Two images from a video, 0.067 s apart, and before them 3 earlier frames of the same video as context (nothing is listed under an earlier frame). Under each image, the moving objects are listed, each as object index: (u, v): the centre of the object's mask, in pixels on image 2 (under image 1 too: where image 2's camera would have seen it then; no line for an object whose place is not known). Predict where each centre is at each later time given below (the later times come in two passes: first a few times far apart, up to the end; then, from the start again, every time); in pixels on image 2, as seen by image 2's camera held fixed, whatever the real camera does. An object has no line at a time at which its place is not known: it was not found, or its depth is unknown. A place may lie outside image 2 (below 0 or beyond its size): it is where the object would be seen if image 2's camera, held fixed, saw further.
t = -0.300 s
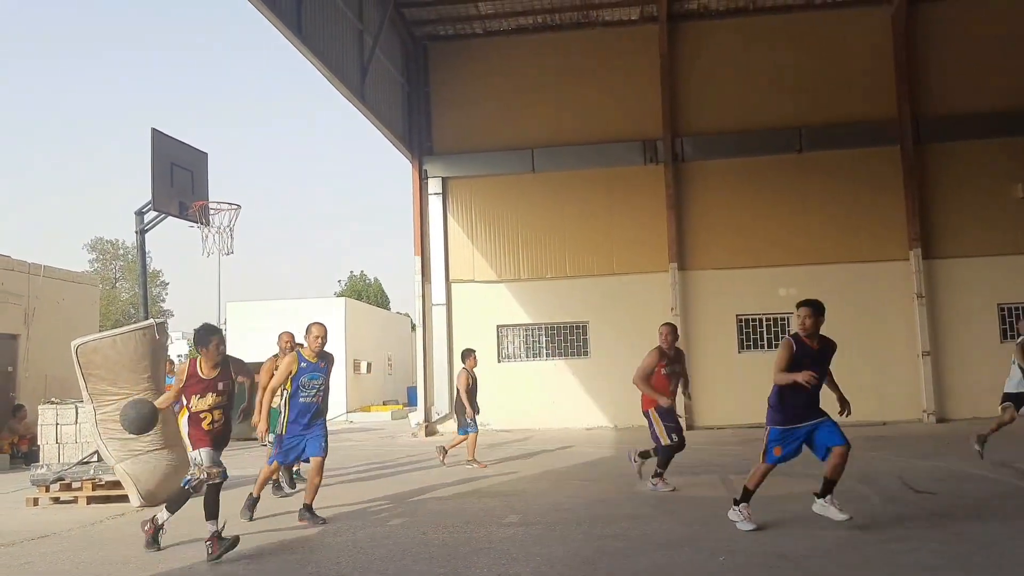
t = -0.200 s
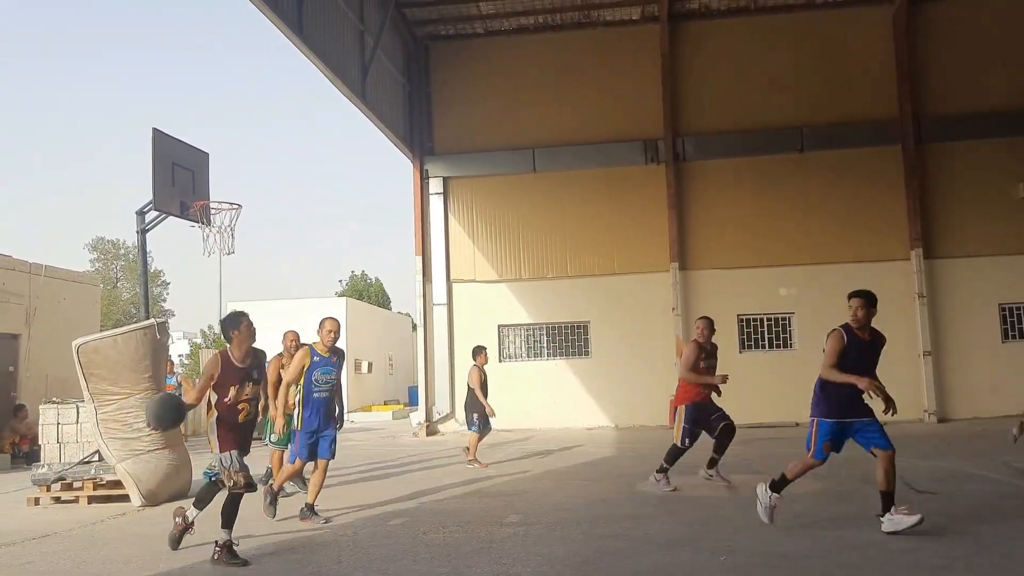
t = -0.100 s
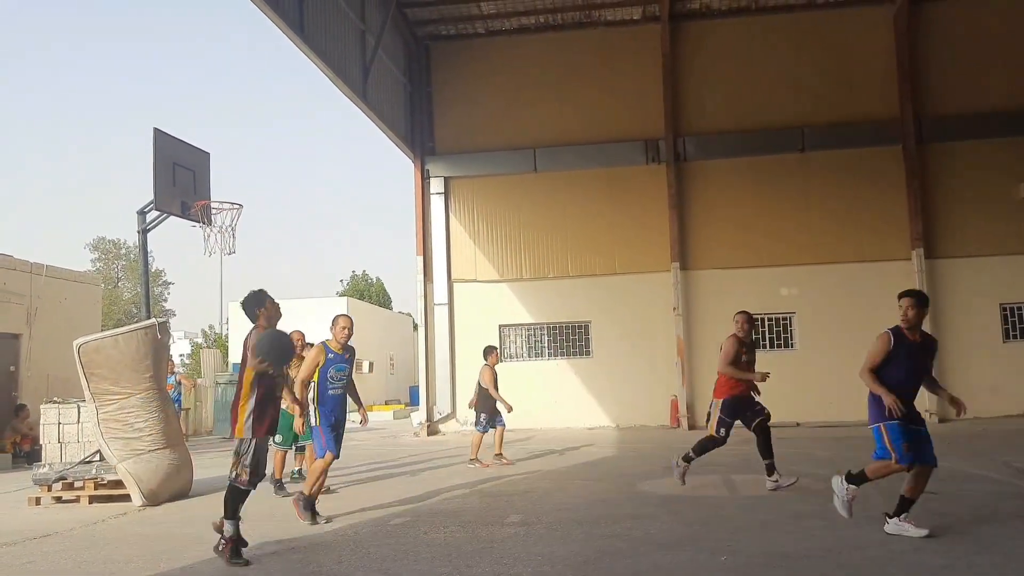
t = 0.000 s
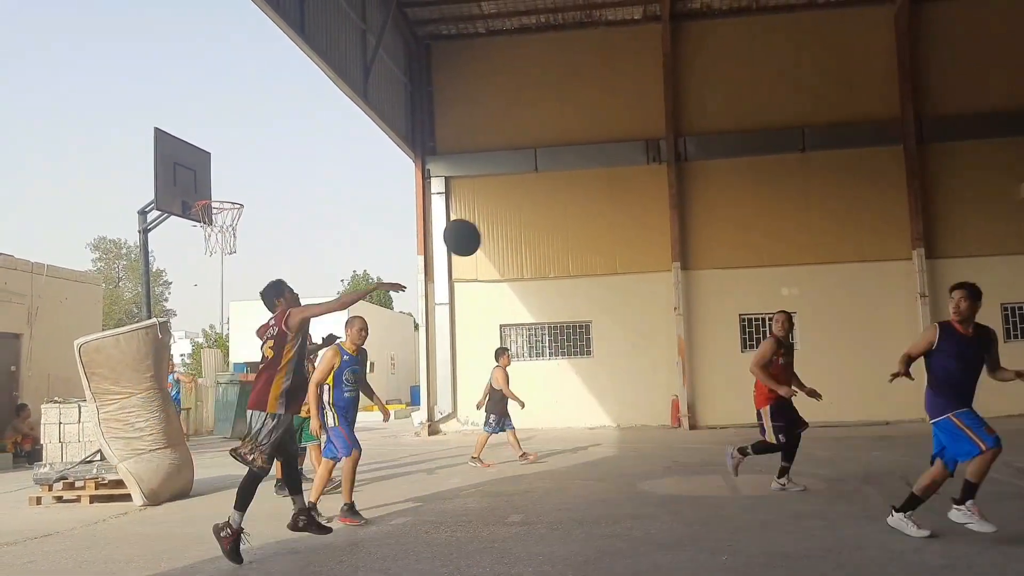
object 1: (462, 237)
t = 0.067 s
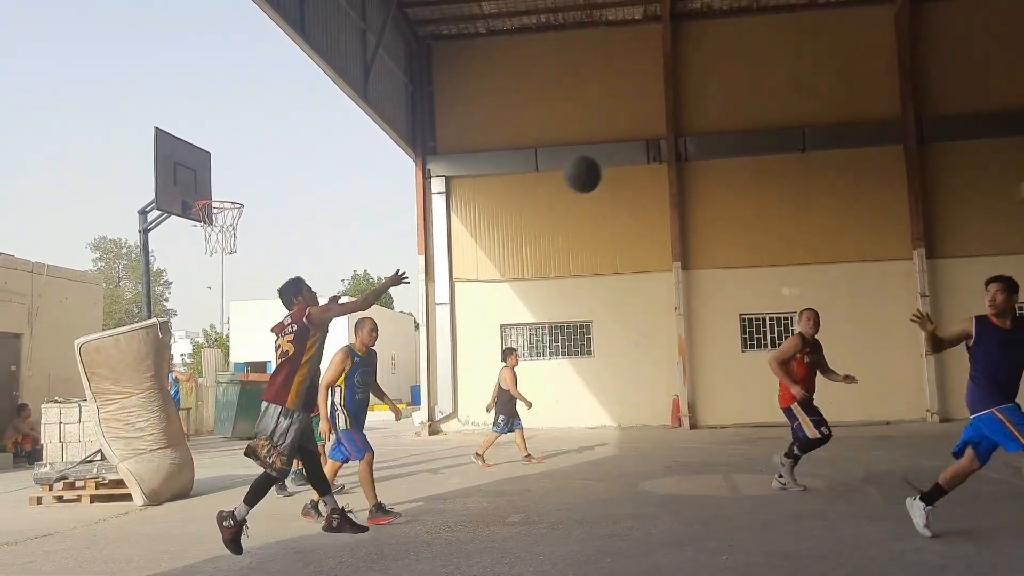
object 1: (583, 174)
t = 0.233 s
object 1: (868, 51)
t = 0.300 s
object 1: (980, 14)
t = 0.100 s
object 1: (641, 145)
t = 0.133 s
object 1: (698, 119)
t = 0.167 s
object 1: (755, 94)
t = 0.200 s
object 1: (812, 72)
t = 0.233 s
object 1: (868, 51)
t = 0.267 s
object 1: (924, 32)
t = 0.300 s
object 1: (980, 14)
